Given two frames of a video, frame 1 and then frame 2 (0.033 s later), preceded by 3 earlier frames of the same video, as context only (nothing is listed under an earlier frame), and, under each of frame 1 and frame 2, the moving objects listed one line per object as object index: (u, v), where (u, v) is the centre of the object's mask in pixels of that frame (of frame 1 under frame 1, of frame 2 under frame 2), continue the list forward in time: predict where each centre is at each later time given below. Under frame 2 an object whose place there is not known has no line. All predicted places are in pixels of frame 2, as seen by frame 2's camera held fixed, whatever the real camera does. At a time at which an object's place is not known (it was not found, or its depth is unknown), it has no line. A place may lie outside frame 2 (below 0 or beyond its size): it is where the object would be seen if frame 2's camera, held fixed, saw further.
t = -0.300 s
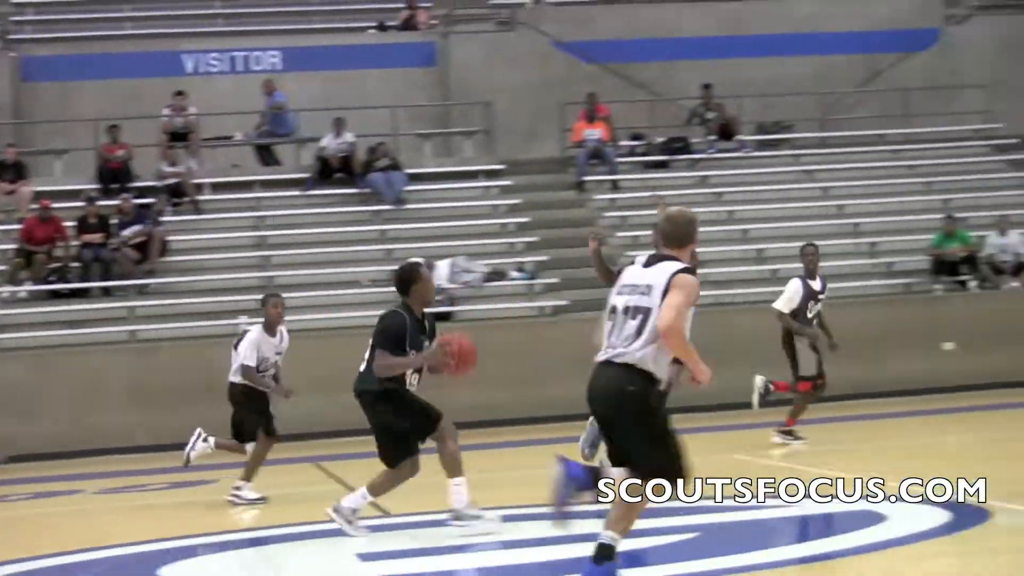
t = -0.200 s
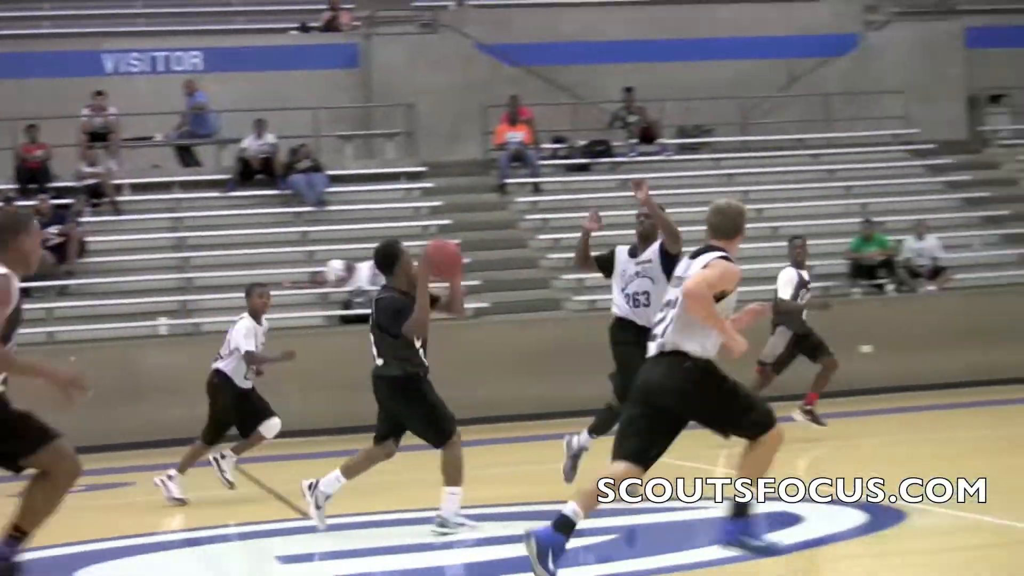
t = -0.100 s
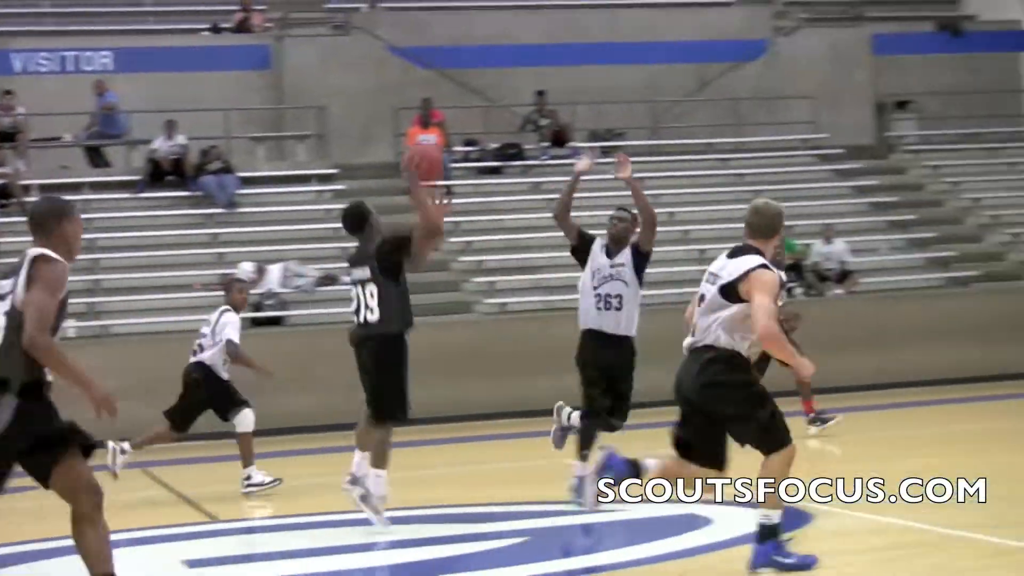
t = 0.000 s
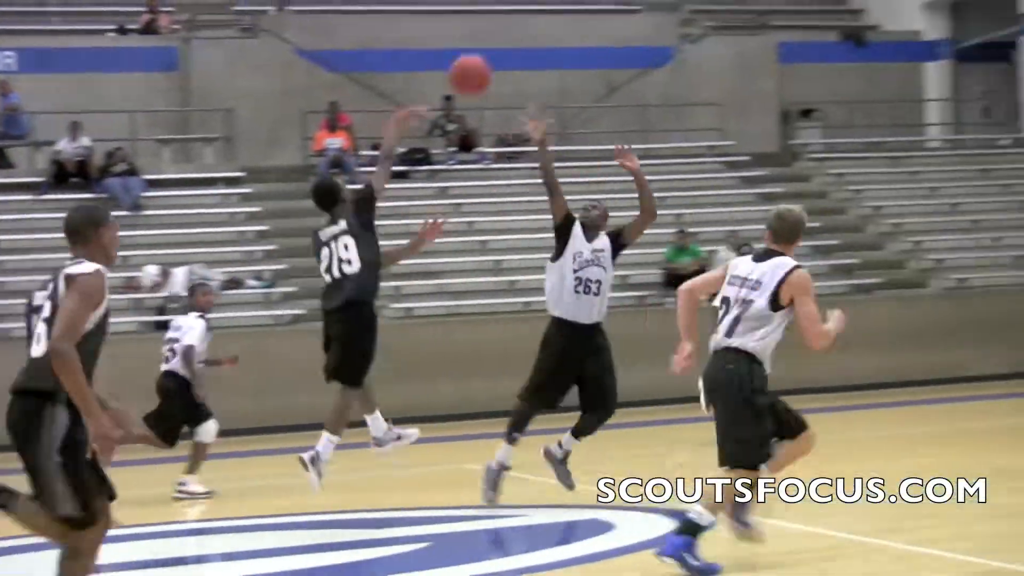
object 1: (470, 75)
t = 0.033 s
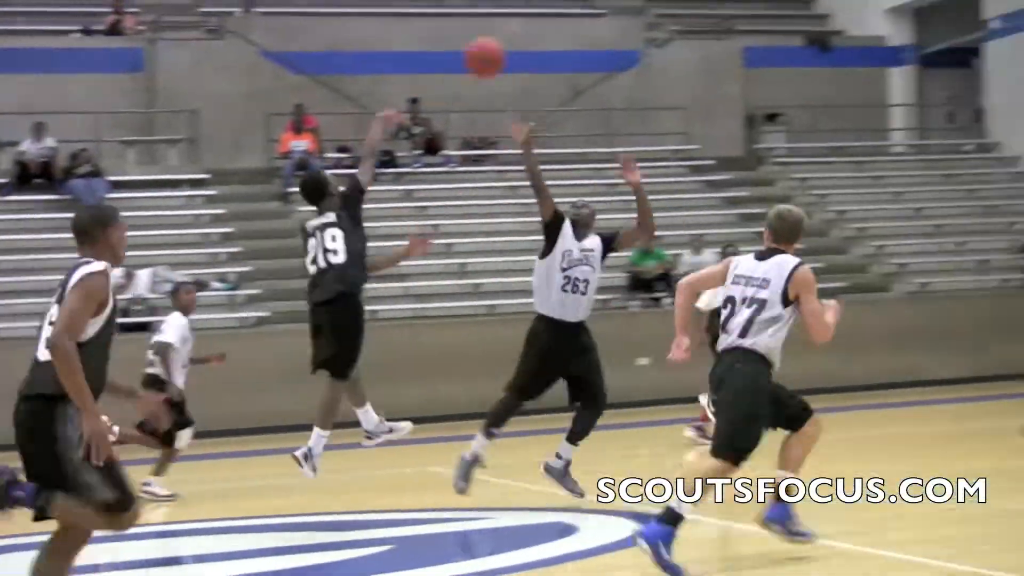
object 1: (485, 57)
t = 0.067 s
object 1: (534, 37)
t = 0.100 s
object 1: (581, 19)
